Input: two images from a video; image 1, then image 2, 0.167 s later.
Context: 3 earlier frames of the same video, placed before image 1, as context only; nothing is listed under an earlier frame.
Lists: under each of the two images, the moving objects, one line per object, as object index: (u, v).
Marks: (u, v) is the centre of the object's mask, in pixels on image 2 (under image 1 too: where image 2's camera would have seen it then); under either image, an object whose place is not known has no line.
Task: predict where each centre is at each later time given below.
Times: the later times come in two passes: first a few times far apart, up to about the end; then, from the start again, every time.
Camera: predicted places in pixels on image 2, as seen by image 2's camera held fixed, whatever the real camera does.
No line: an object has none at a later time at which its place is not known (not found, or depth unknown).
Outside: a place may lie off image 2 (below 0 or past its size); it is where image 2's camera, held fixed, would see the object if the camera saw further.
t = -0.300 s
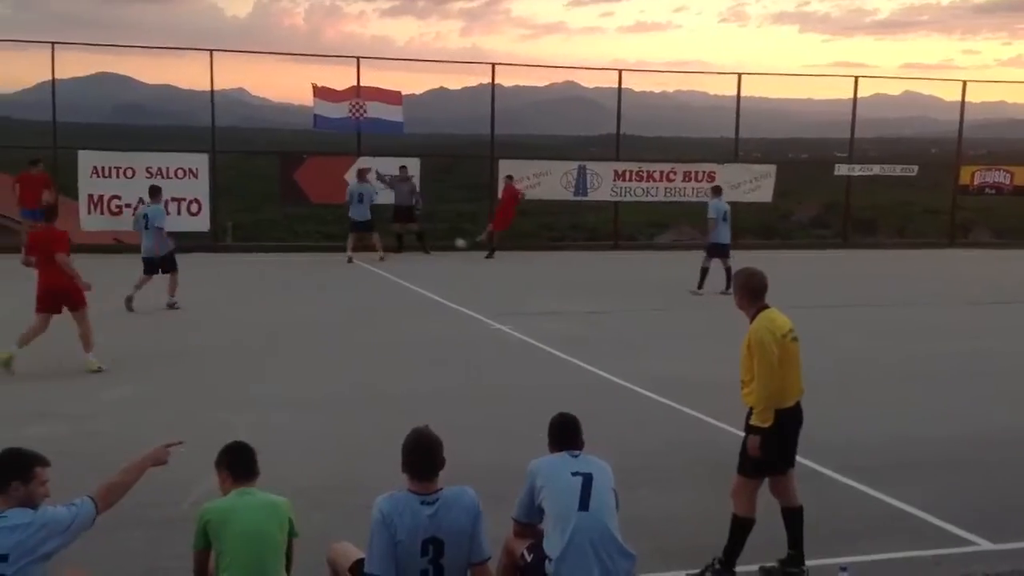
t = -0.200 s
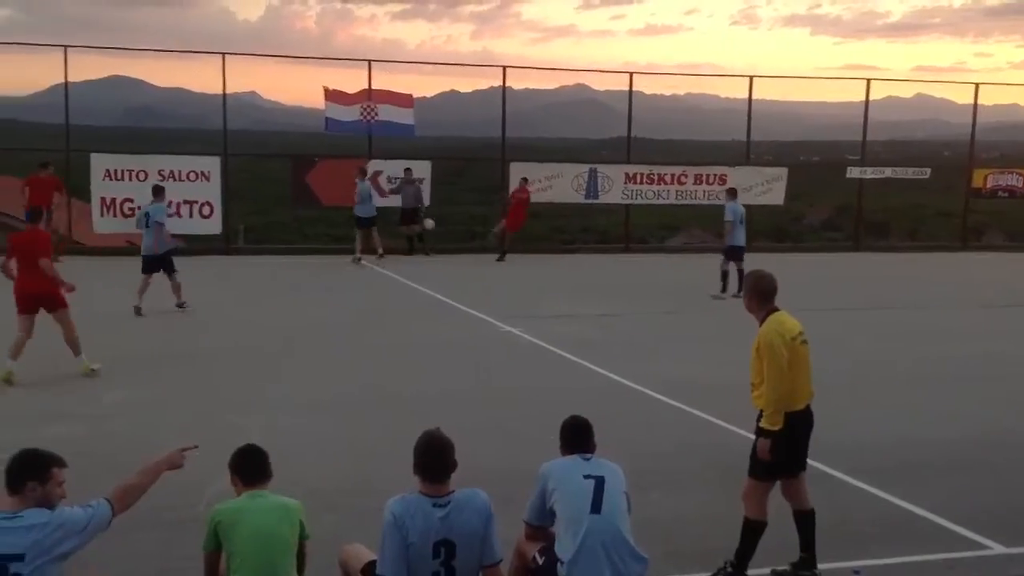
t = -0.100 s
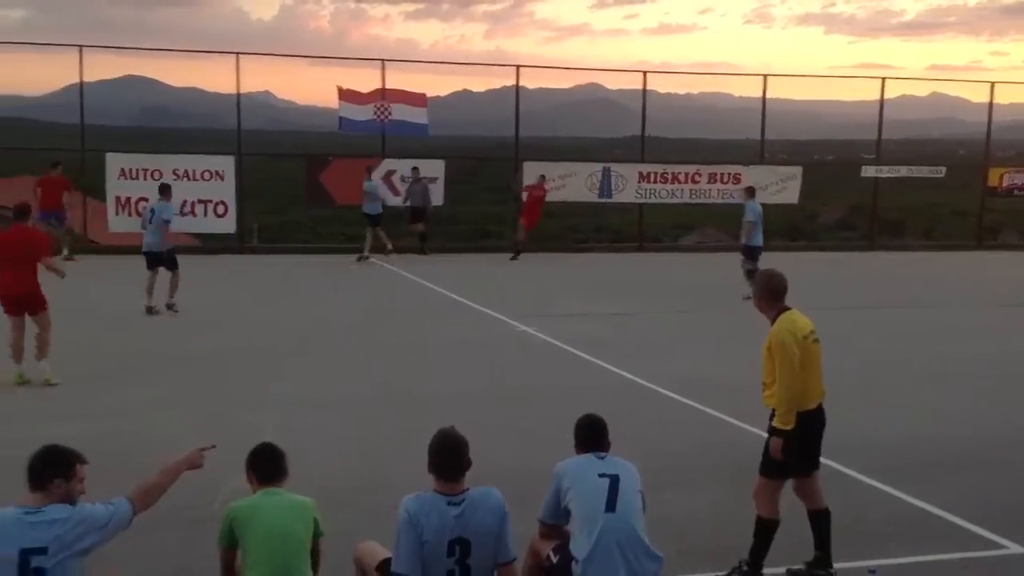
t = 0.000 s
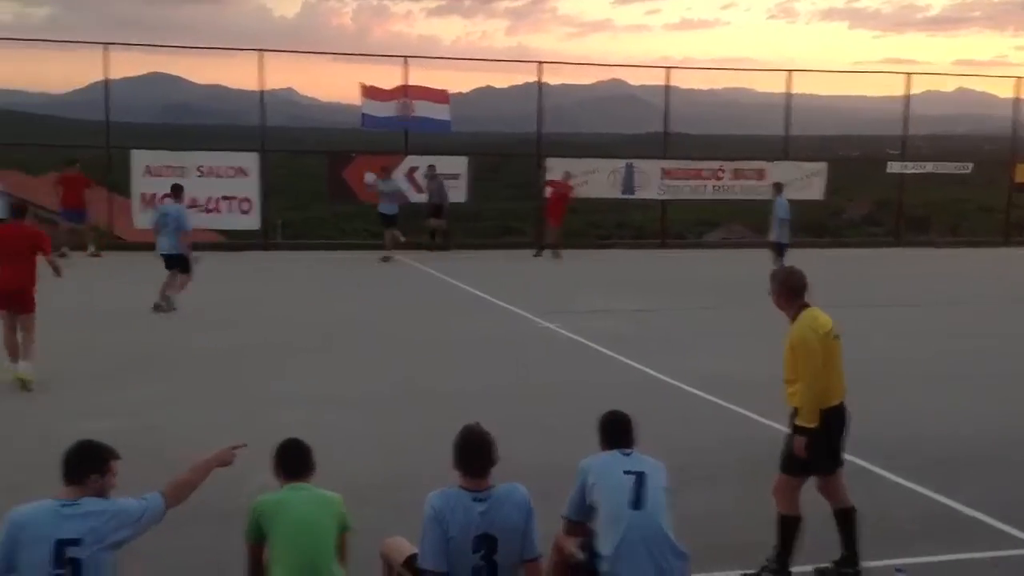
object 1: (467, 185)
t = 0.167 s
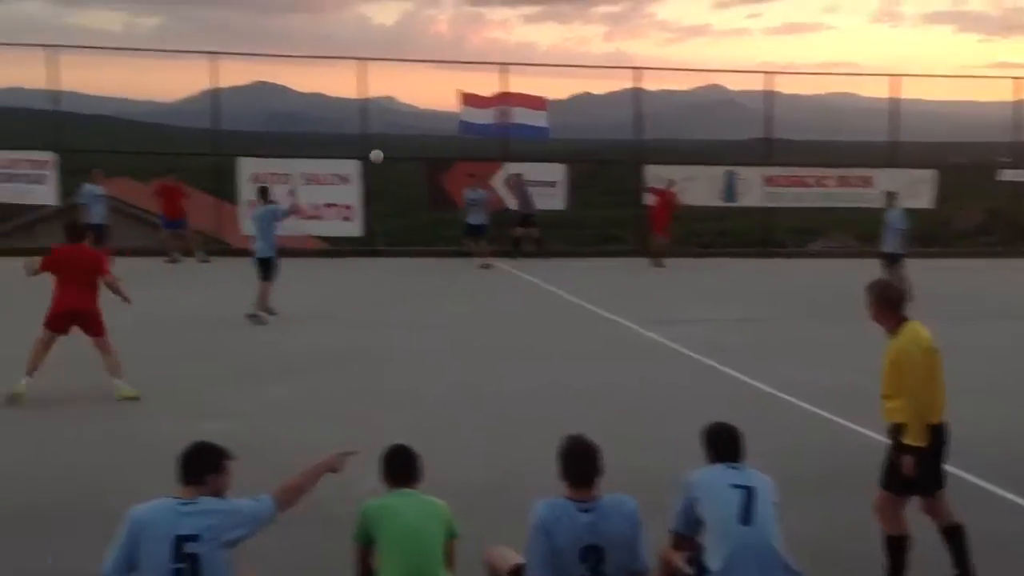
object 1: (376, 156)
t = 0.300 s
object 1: (290, 138)
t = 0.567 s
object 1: (69, 129)
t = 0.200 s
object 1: (355, 151)
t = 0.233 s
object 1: (334, 147)
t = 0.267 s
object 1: (313, 143)
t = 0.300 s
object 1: (290, 138)
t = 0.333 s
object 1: (267, 135)
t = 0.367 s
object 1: (243, 133)
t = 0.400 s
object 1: (218, 131)
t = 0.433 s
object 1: (191, 129)
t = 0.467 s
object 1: (163, 128)
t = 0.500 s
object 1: (133, 128)
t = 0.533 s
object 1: (102, 128)
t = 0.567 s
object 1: (69, 129)
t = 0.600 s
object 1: (35, 132)
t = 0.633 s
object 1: (-2, 136)
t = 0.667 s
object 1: (-40, 140)
